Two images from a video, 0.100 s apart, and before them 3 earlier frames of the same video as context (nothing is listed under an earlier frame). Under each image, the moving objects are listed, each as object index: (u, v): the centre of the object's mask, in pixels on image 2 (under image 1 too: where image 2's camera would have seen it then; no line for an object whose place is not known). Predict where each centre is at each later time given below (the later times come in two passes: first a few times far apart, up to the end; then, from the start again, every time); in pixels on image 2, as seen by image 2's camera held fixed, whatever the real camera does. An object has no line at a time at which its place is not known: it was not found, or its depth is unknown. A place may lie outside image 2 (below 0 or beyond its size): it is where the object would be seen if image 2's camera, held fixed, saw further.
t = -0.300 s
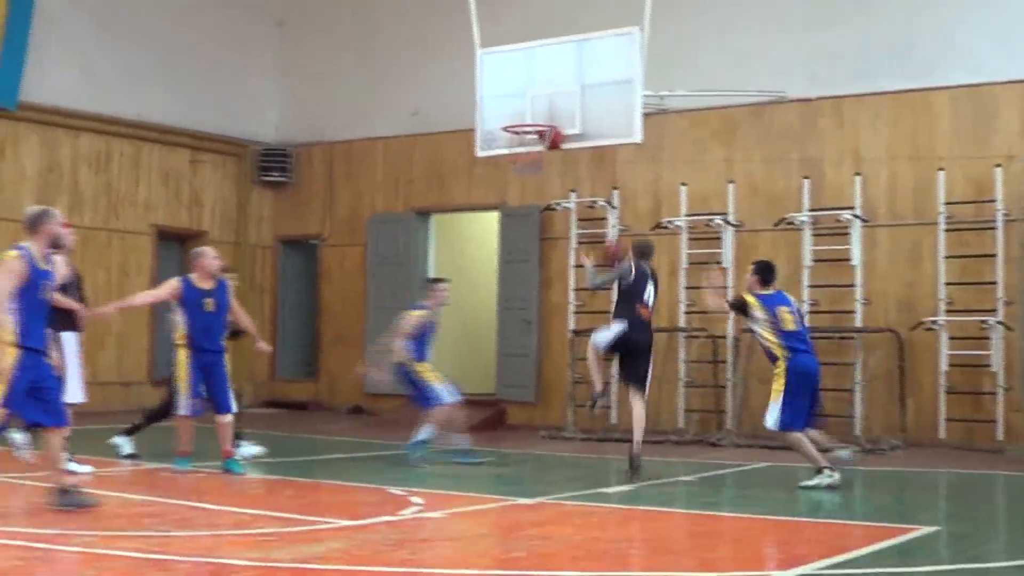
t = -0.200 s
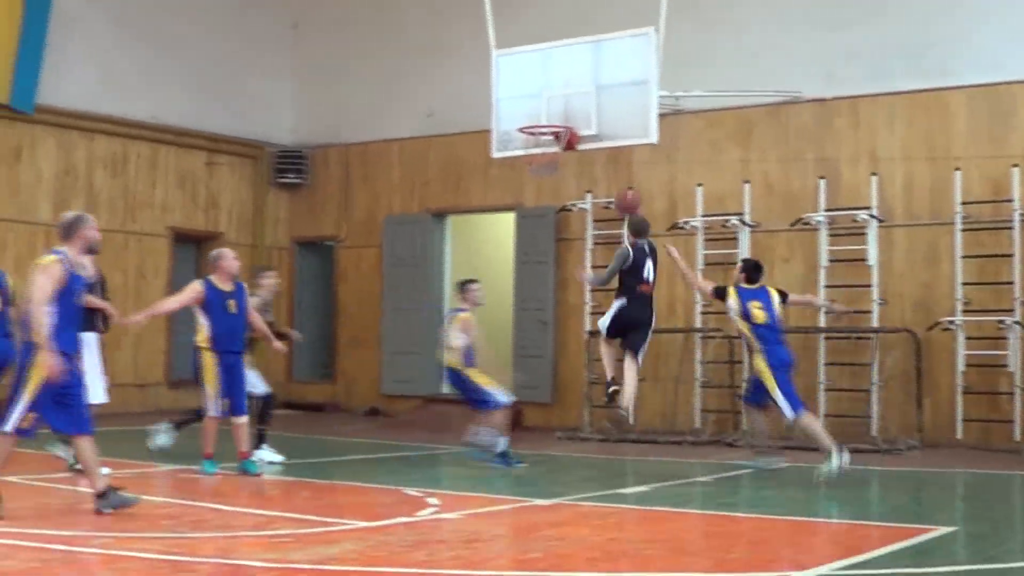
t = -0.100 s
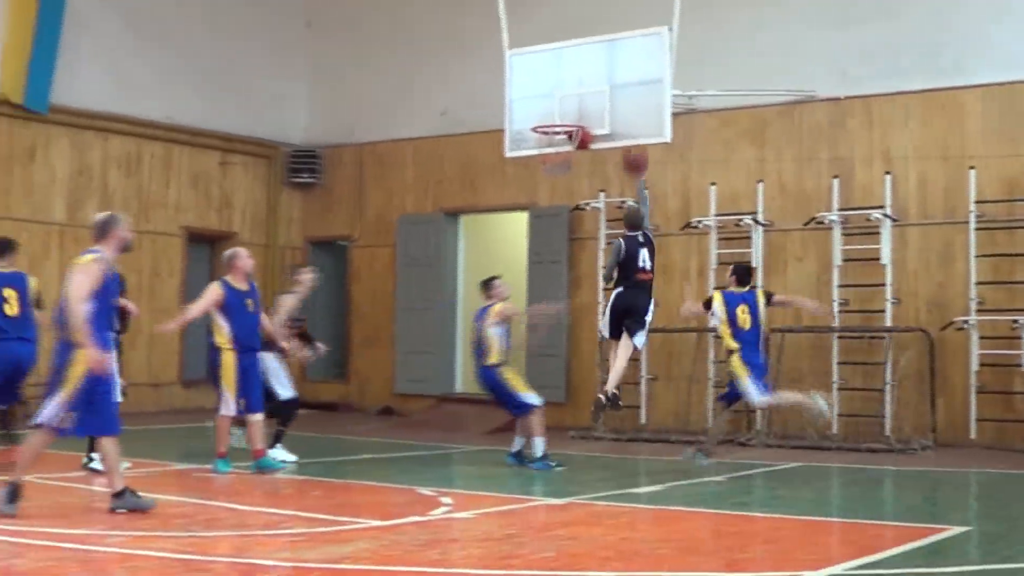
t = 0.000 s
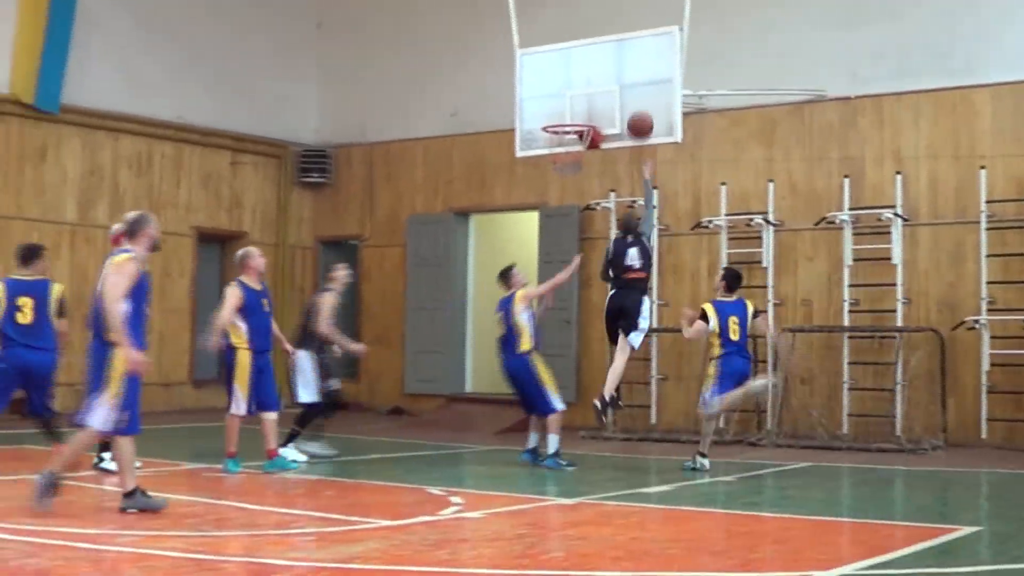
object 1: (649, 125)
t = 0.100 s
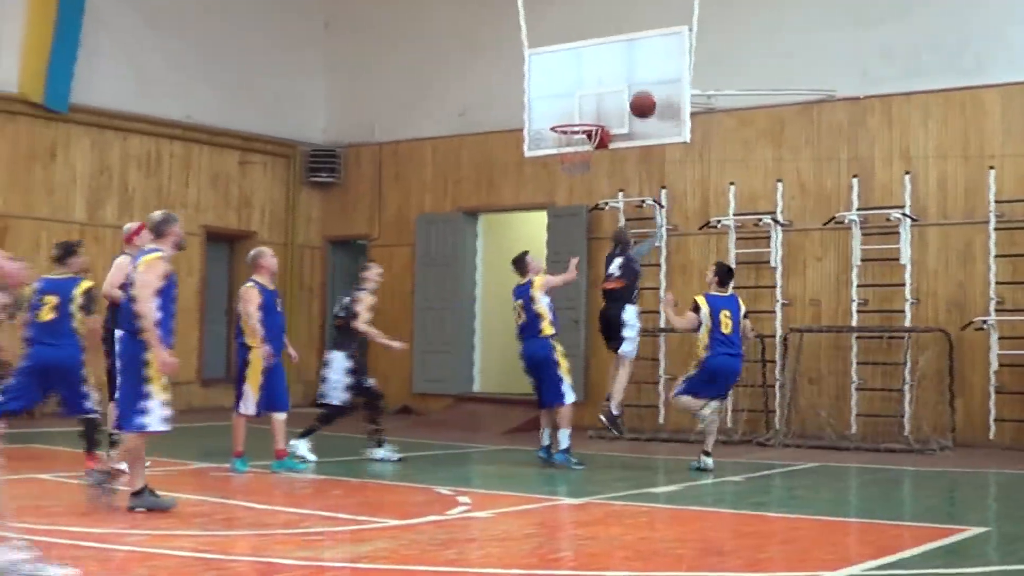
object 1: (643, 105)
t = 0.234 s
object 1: (626, 92)
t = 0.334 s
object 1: (609, 93)
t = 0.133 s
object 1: (641, 100)
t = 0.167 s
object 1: (638, 97)
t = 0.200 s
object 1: (632, 94)
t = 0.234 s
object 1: (626, 92)
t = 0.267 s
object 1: (621, 91)
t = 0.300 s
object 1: (615, 92)
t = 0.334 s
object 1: (609, 93)
